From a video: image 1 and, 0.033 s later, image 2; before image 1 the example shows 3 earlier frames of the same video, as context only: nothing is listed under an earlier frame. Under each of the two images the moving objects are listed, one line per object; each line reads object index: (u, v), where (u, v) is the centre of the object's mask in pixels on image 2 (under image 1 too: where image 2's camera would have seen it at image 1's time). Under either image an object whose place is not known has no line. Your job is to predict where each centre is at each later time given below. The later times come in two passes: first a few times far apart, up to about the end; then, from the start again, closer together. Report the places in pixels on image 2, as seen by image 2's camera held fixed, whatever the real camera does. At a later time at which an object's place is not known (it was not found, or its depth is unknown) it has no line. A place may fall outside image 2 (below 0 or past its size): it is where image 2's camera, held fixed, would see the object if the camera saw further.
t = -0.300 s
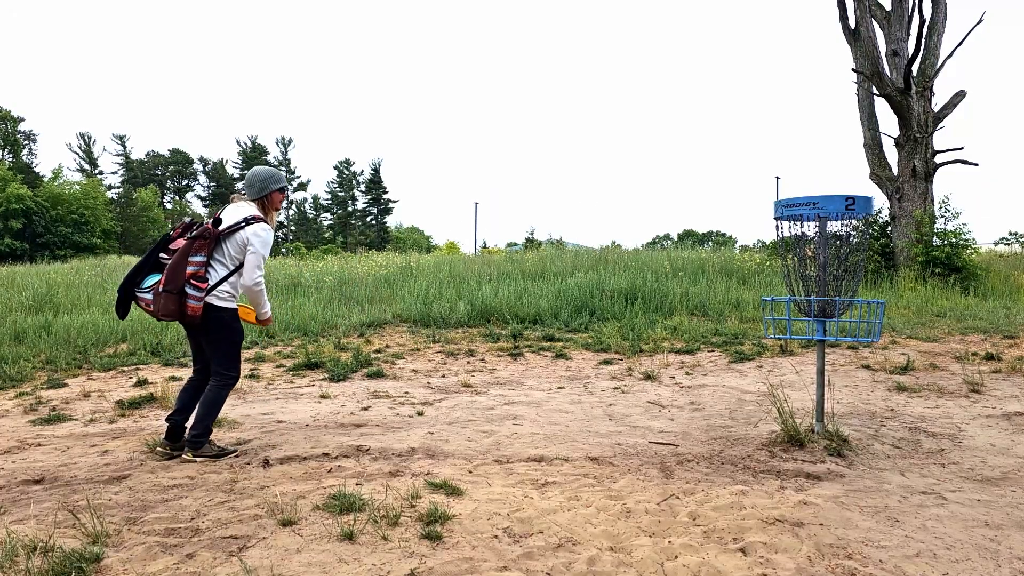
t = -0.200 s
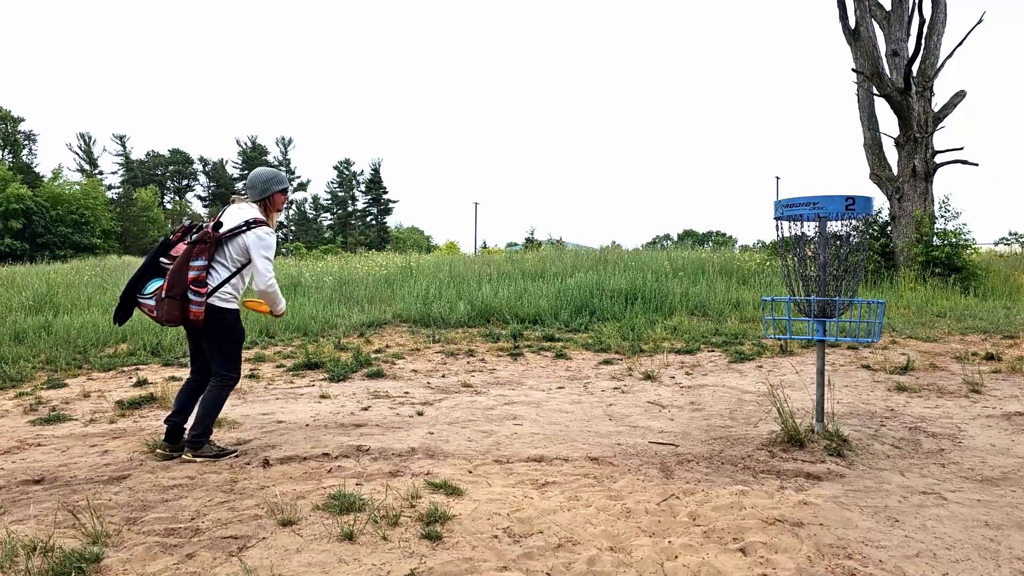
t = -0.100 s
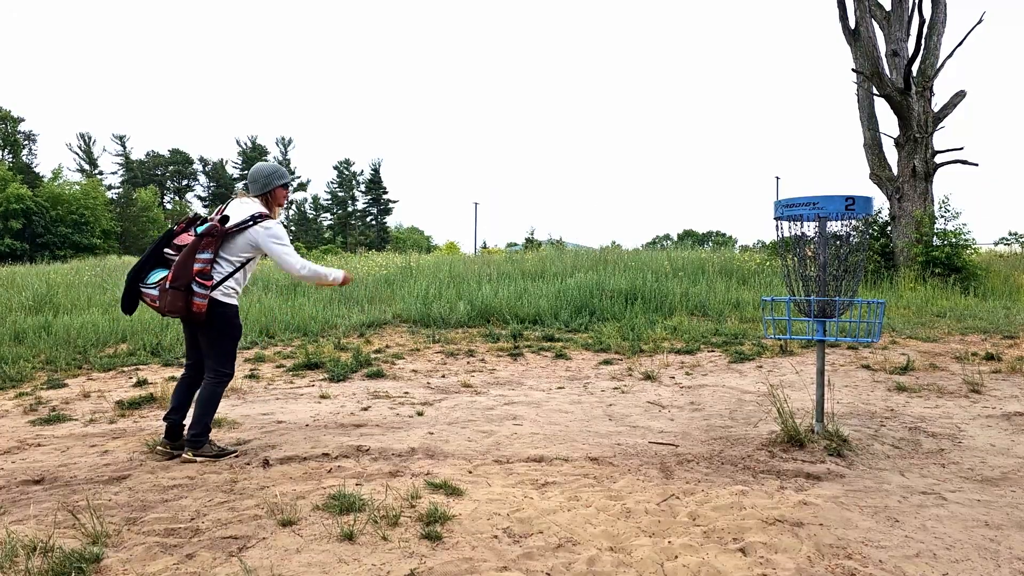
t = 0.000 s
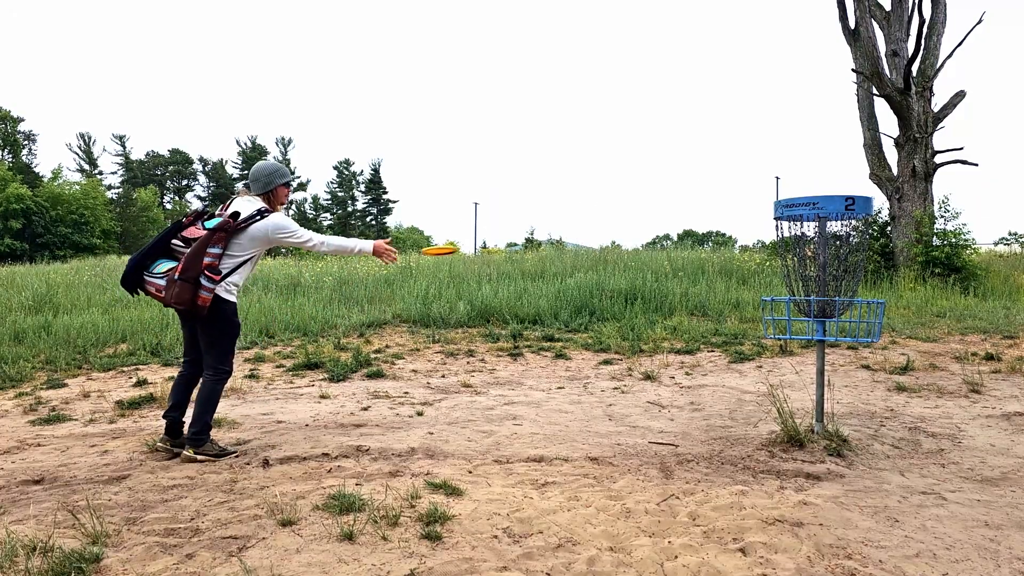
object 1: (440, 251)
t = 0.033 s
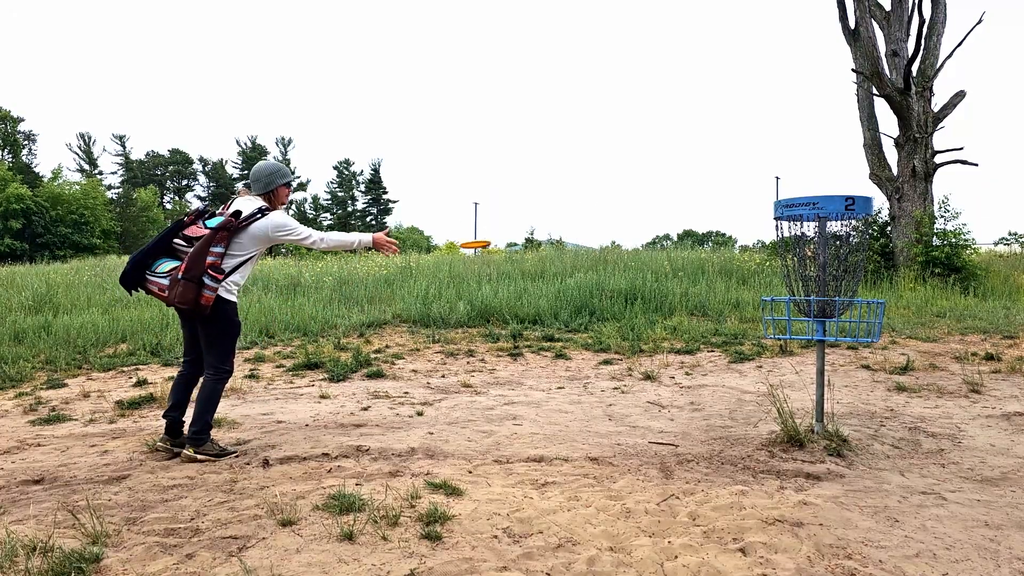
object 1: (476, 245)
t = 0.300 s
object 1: (761, 251)
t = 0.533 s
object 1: (808, 290)
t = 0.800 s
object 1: (794, 321)
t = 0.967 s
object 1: (783, 325)
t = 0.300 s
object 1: (761, 251)
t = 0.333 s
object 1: (785, 257)
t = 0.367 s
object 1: (799, 261)
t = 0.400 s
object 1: (804, 265)
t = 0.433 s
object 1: (806, 269)
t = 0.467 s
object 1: (807, 274)
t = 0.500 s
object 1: (808, 280)
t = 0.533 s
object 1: (808, 290)
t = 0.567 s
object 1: (807, 299)
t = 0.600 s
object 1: (807, 309)
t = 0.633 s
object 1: (805, 317)
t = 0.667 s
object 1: (804, 316)
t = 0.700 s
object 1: (801, 315)
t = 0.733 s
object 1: (798, 318)
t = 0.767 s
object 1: (795, 320)
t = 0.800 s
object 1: (794, 321)
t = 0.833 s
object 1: (792, 322)
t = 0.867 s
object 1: (789, 321)
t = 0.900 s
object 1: (786, 323)
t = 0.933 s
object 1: (784, 325)
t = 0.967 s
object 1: (783, 325)
